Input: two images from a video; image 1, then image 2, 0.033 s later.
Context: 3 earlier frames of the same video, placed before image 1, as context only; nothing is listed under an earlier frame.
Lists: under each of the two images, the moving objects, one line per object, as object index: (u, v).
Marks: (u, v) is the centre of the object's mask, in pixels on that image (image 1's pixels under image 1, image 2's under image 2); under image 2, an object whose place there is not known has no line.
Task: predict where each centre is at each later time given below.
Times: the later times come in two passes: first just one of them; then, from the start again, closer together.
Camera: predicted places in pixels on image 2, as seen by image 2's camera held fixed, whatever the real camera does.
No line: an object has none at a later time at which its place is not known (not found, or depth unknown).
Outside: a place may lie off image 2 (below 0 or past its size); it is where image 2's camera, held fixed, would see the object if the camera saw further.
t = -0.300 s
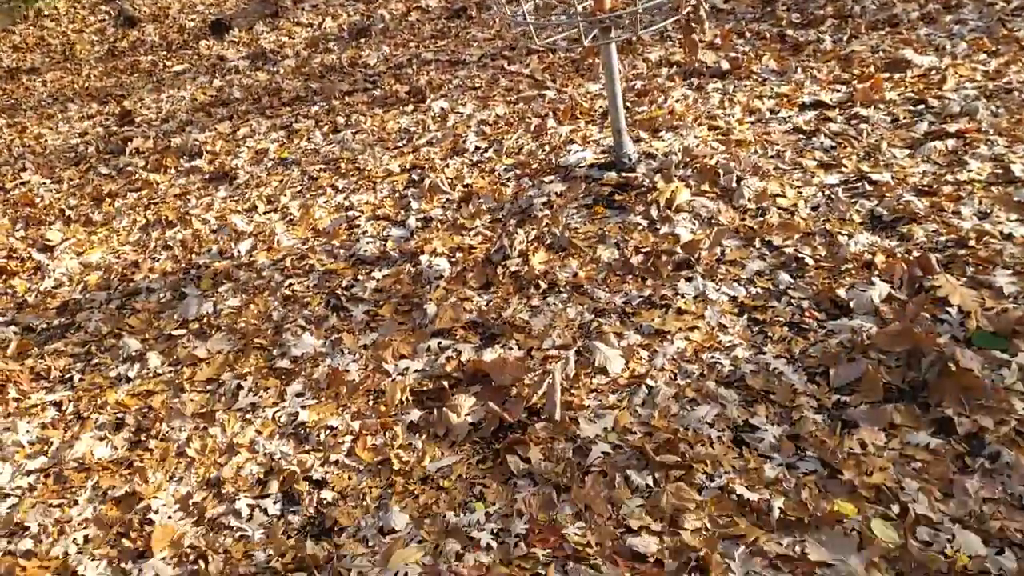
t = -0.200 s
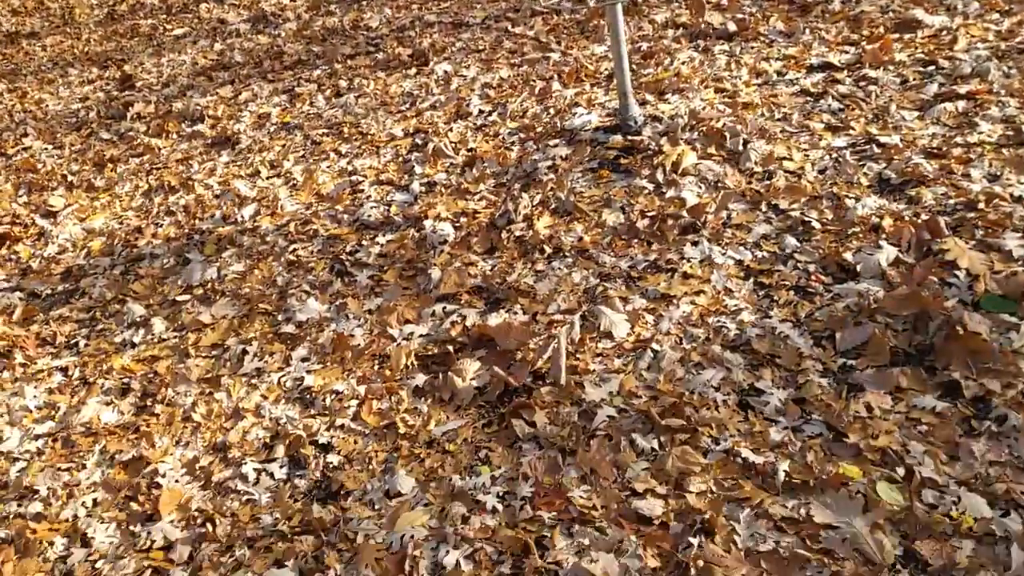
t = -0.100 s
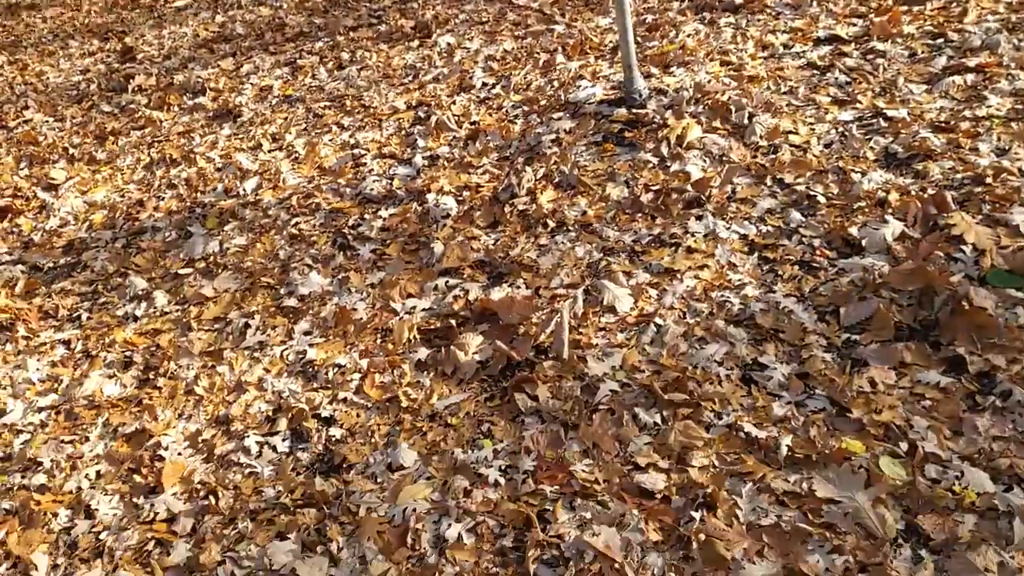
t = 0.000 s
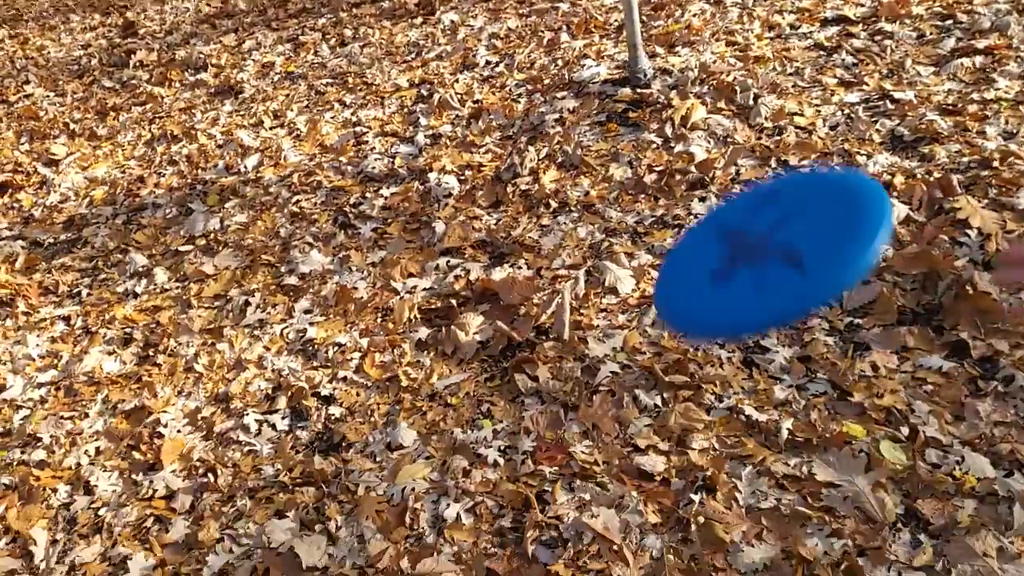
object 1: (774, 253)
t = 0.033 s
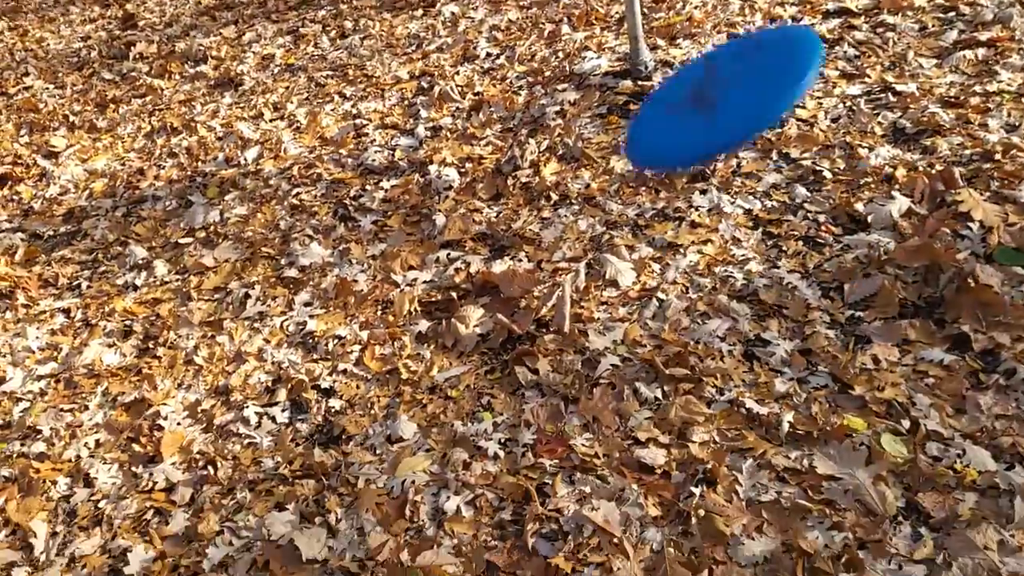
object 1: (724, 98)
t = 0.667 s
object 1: (539, -105)
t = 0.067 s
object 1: (651, 28)
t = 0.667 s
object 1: (539, -105)
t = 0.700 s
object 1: (544, -114)
